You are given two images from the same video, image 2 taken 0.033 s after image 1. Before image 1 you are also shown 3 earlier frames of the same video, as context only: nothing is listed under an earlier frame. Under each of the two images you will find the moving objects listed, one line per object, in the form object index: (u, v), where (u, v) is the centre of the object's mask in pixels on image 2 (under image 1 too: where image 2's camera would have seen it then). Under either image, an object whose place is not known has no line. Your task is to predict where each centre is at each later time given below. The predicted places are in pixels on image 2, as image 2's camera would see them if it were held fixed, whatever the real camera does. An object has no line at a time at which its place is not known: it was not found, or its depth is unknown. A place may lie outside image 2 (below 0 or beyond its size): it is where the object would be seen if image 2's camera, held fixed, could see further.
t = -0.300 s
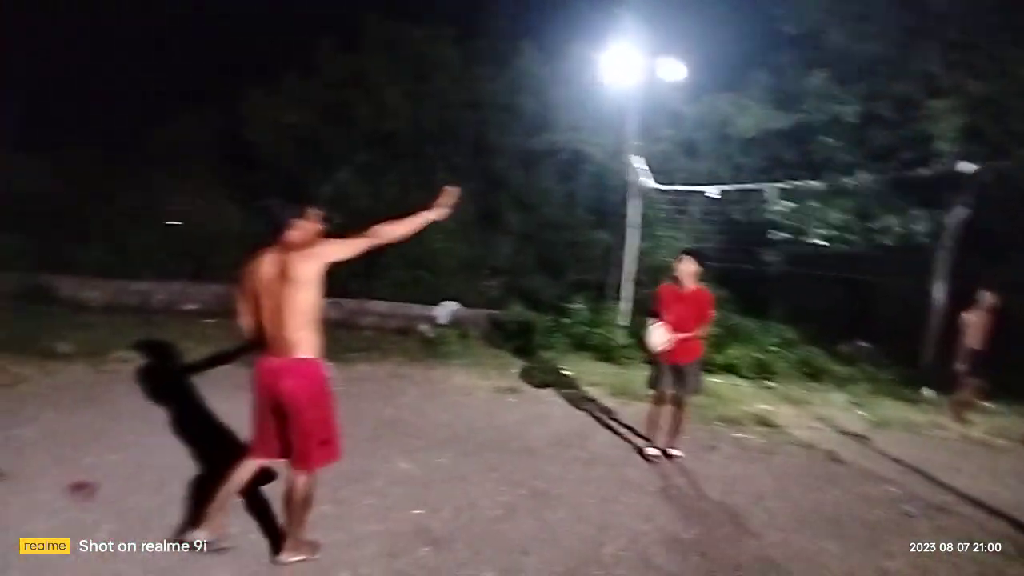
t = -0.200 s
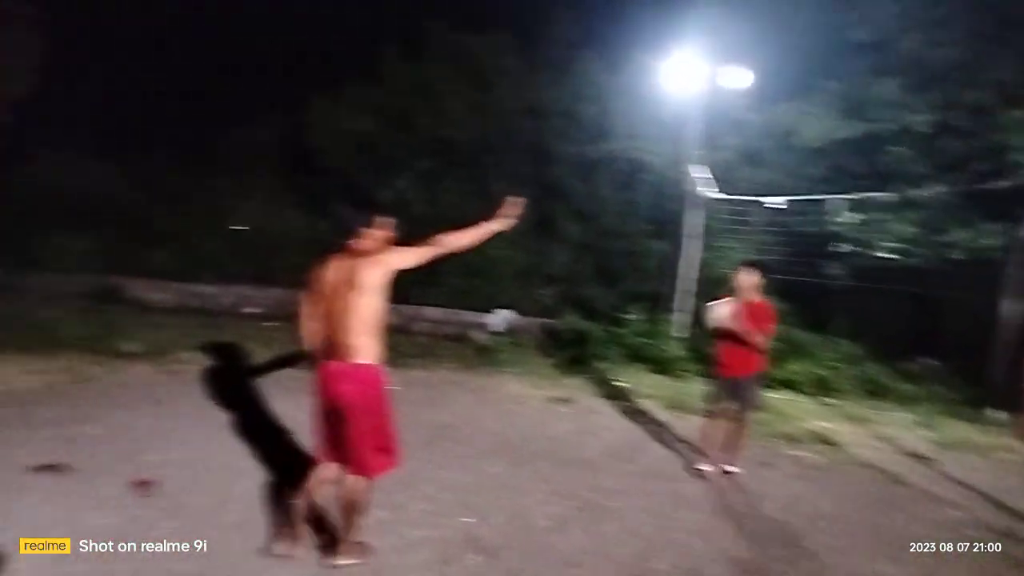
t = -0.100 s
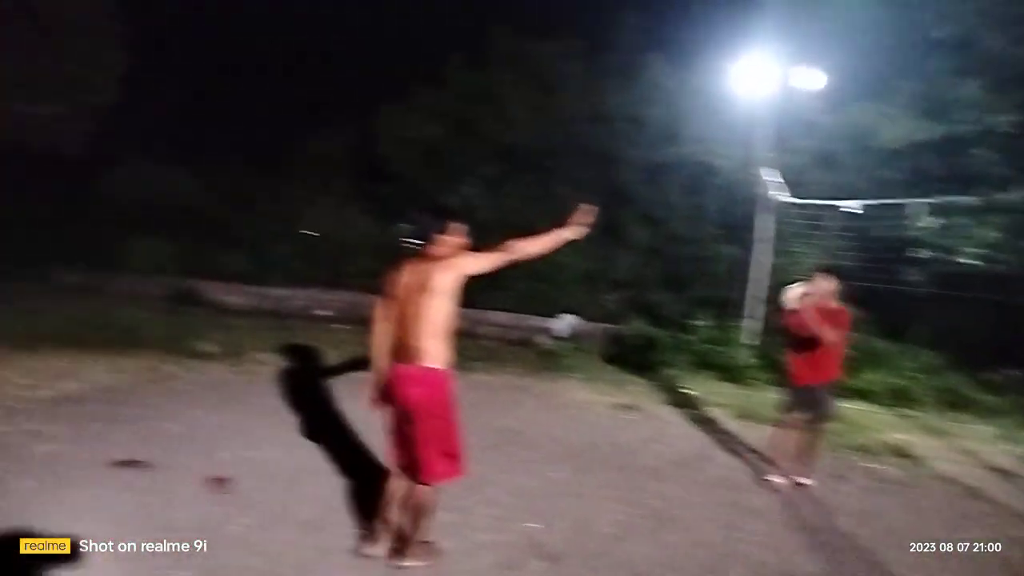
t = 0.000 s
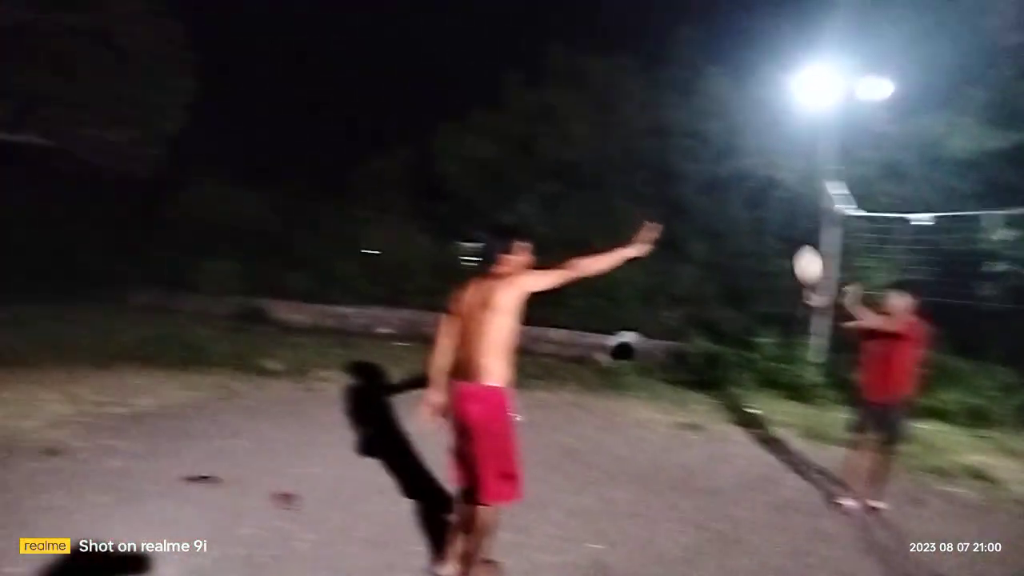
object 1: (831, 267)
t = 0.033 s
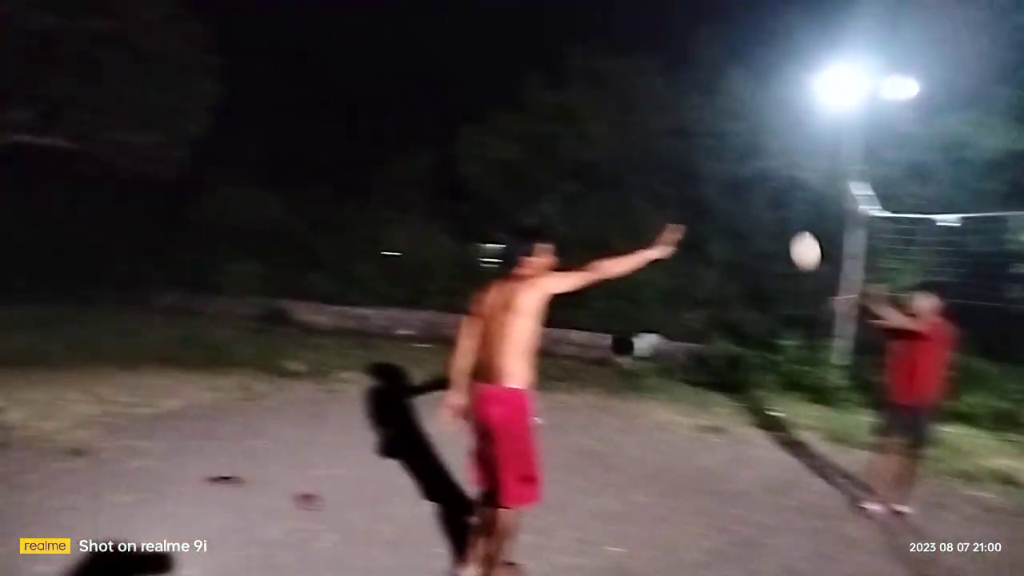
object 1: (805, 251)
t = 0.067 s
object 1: (778, 237)
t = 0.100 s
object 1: (750, 224)
